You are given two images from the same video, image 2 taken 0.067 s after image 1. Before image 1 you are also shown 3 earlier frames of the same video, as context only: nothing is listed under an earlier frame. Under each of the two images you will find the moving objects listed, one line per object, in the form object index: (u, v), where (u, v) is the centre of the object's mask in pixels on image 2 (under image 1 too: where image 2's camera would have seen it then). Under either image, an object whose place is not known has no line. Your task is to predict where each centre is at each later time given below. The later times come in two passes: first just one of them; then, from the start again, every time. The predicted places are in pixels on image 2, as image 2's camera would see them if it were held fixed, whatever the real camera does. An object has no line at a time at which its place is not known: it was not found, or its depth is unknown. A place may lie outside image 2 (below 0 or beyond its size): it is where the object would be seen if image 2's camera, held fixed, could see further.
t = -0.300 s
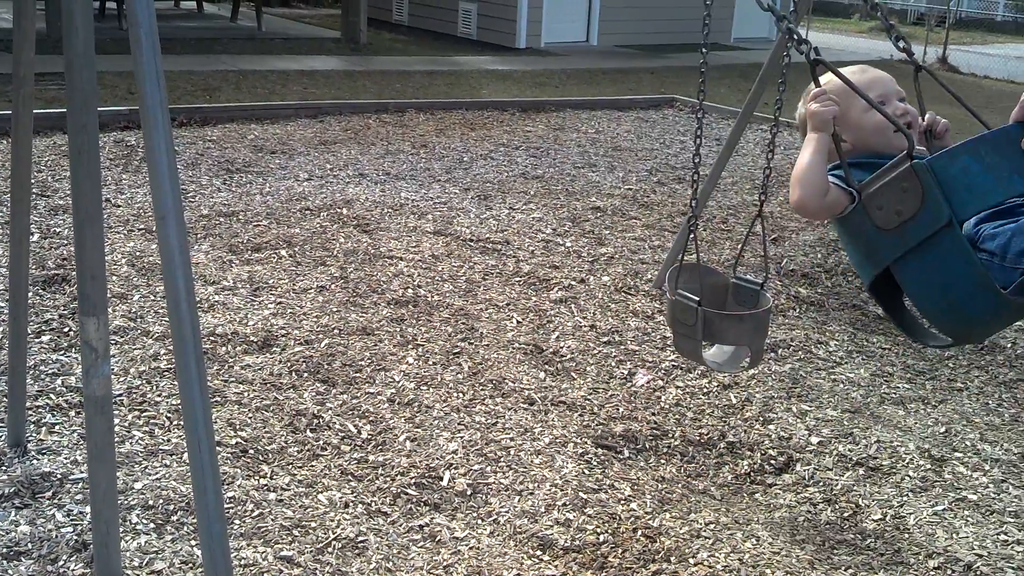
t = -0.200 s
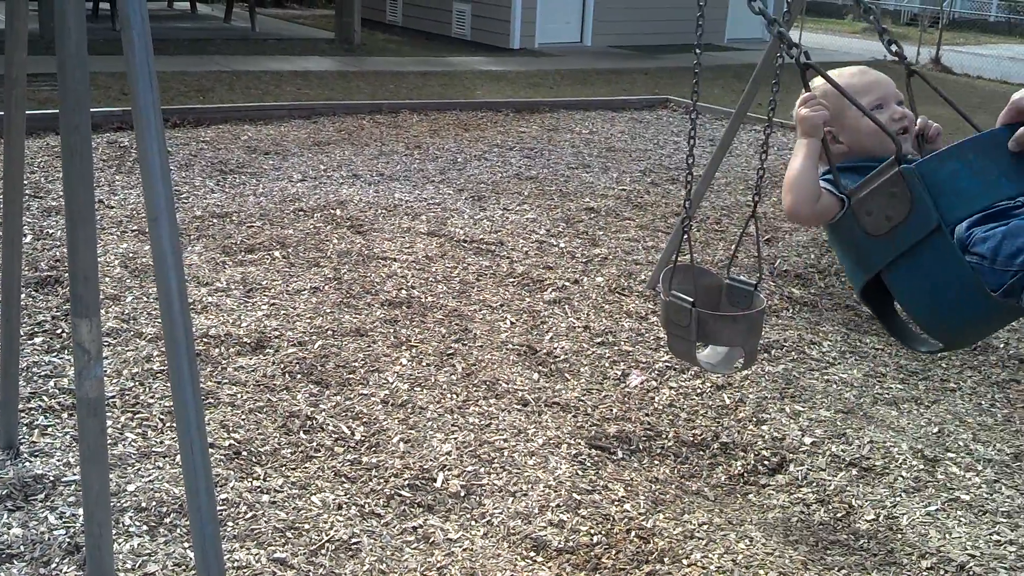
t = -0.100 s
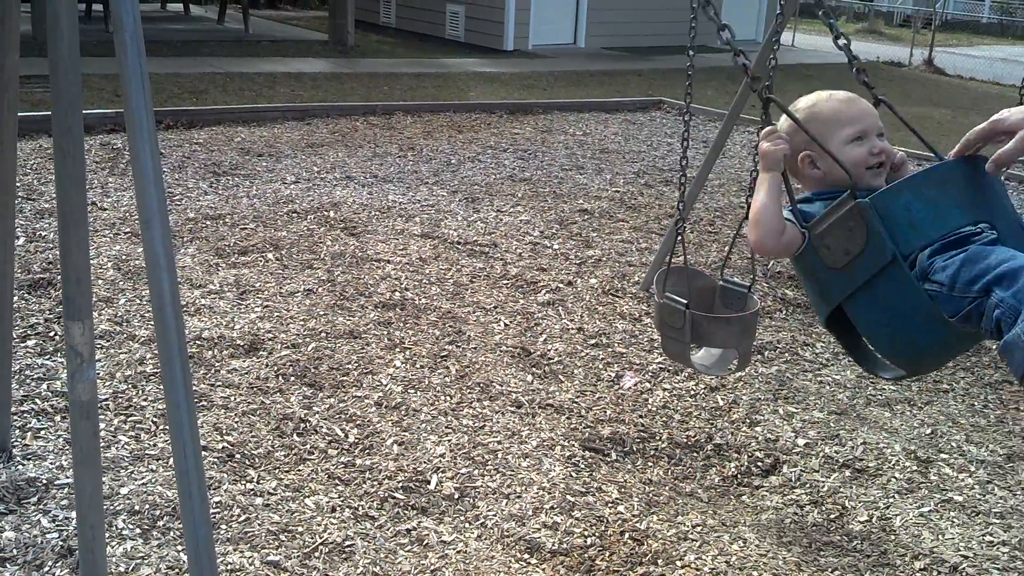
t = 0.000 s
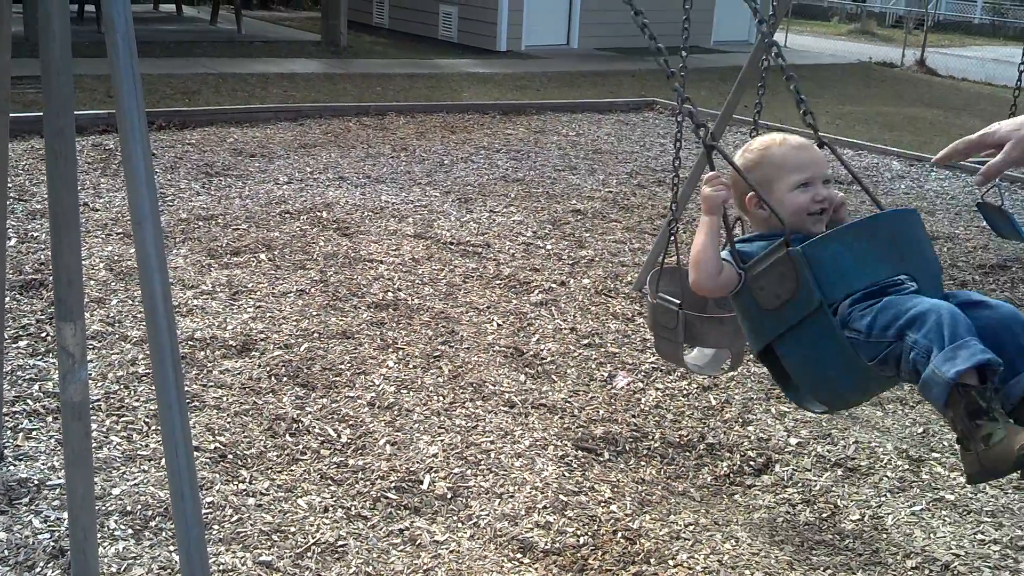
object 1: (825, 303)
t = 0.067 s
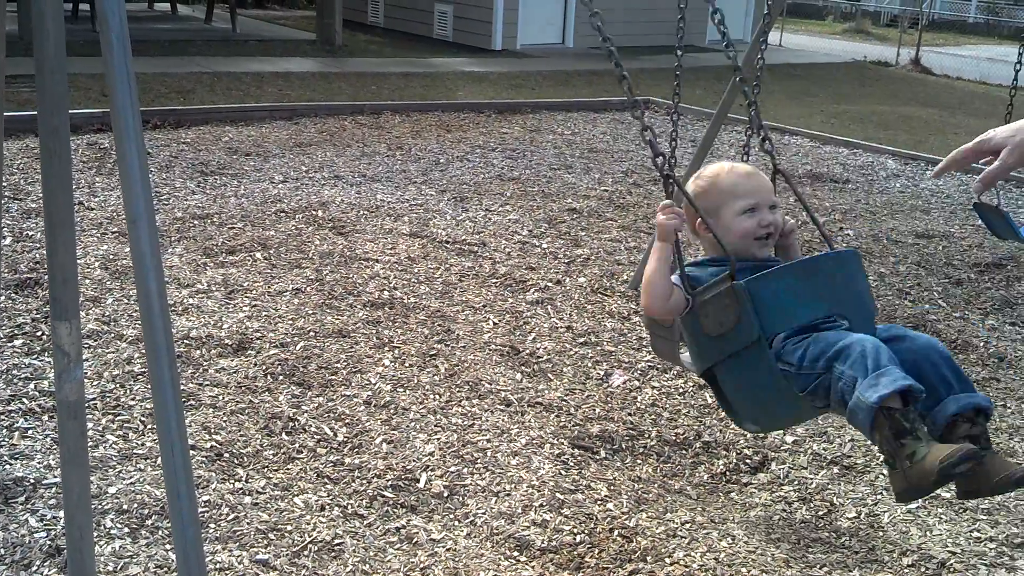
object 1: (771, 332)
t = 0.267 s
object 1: (584, 382)
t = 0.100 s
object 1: (740, 346)
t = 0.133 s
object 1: (710, 358)
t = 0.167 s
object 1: (678, 368)
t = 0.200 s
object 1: (647, 375)
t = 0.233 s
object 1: (615, 379)
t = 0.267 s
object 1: (584, 382)
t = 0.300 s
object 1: (554, 382)
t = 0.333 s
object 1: (524, 380)
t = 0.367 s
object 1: (495, 375)
